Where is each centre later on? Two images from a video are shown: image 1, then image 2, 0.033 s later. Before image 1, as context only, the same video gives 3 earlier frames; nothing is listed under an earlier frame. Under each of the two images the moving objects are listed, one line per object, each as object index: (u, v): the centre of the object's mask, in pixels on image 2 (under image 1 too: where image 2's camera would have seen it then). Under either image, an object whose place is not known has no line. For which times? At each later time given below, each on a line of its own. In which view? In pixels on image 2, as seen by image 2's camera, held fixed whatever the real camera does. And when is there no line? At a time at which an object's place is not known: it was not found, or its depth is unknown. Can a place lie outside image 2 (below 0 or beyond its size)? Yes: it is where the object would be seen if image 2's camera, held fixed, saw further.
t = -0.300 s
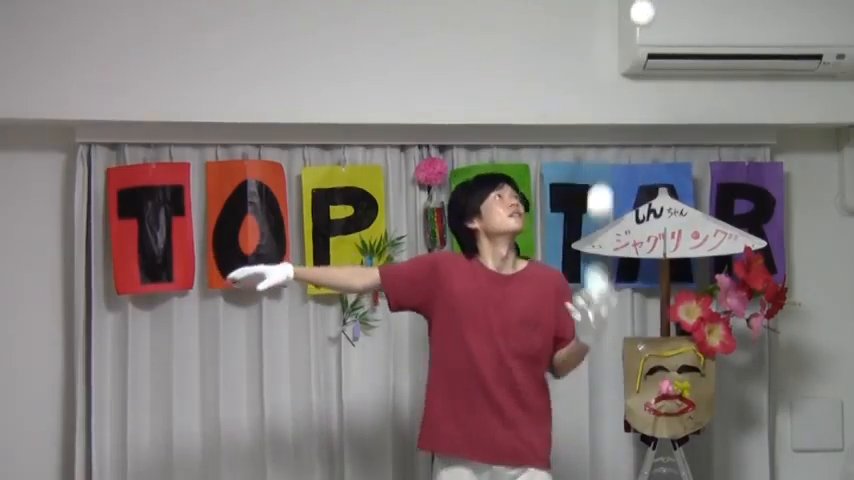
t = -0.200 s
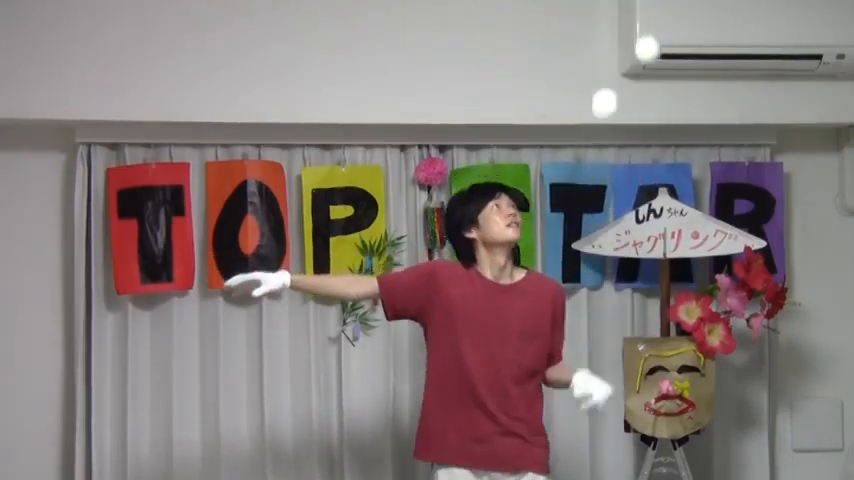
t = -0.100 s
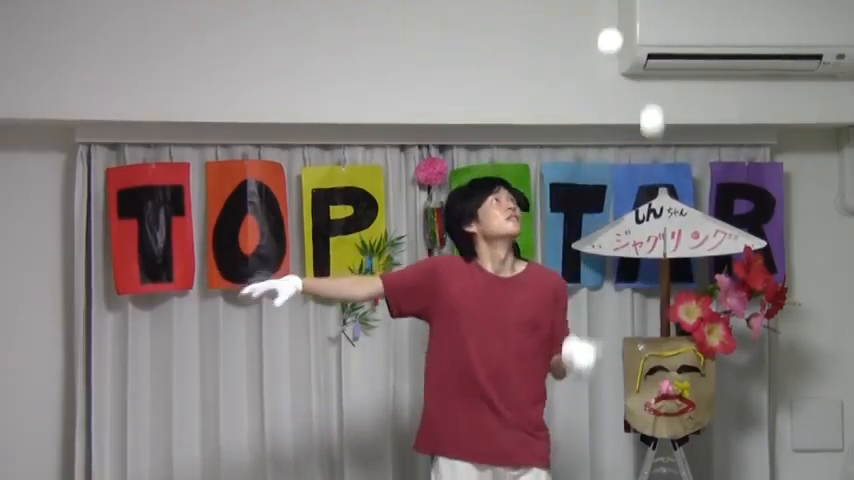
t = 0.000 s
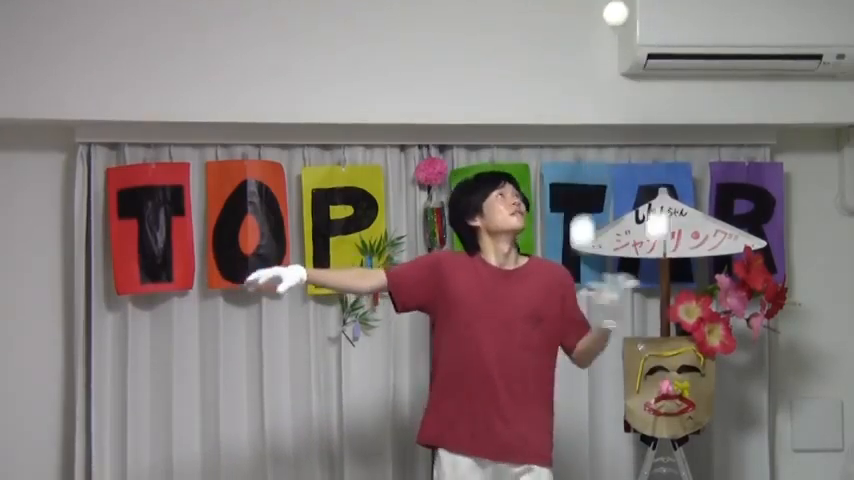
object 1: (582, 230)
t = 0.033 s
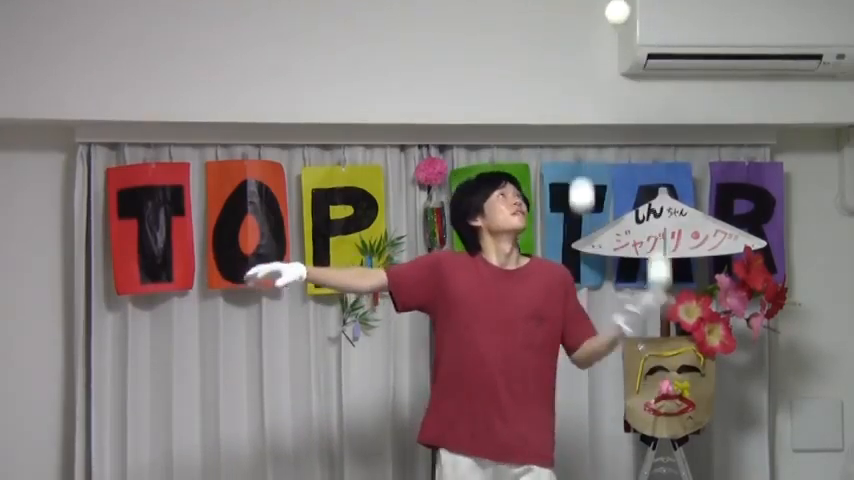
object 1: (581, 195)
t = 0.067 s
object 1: (581, 160)
